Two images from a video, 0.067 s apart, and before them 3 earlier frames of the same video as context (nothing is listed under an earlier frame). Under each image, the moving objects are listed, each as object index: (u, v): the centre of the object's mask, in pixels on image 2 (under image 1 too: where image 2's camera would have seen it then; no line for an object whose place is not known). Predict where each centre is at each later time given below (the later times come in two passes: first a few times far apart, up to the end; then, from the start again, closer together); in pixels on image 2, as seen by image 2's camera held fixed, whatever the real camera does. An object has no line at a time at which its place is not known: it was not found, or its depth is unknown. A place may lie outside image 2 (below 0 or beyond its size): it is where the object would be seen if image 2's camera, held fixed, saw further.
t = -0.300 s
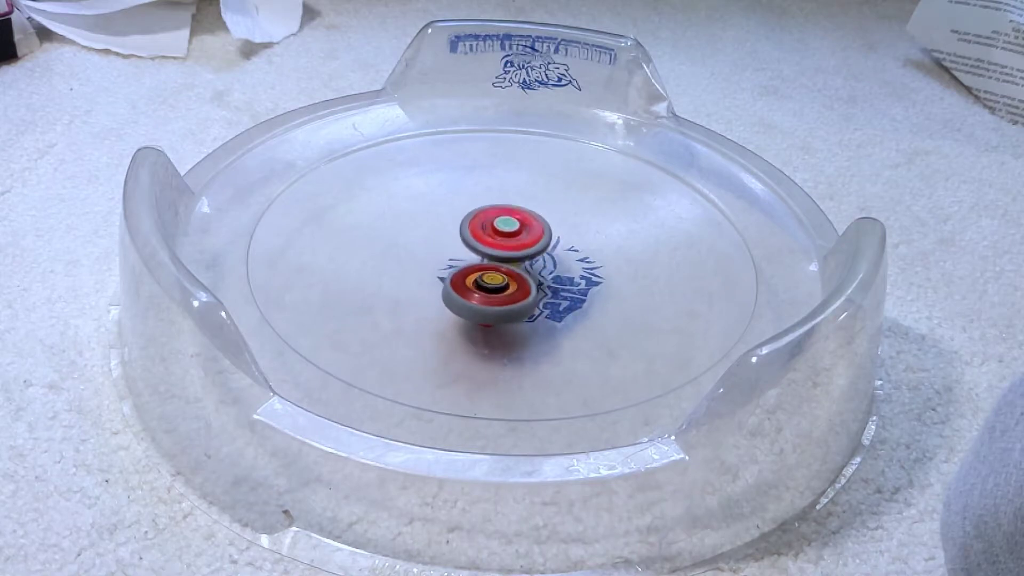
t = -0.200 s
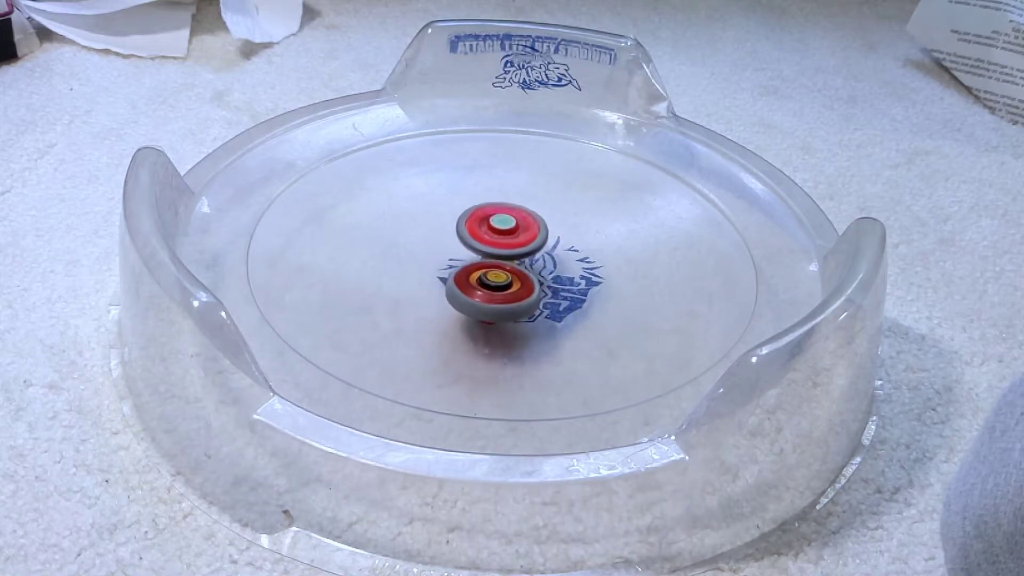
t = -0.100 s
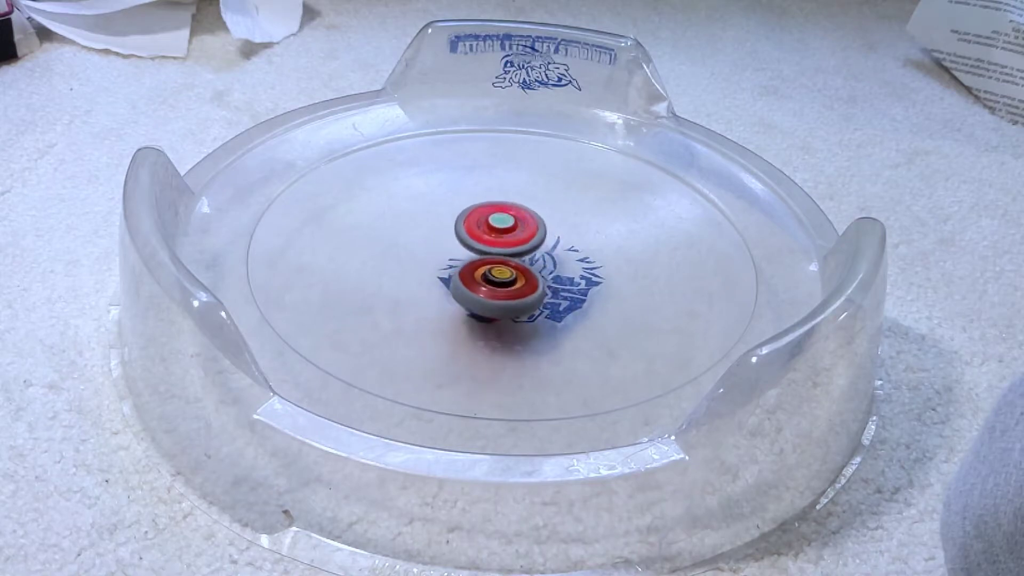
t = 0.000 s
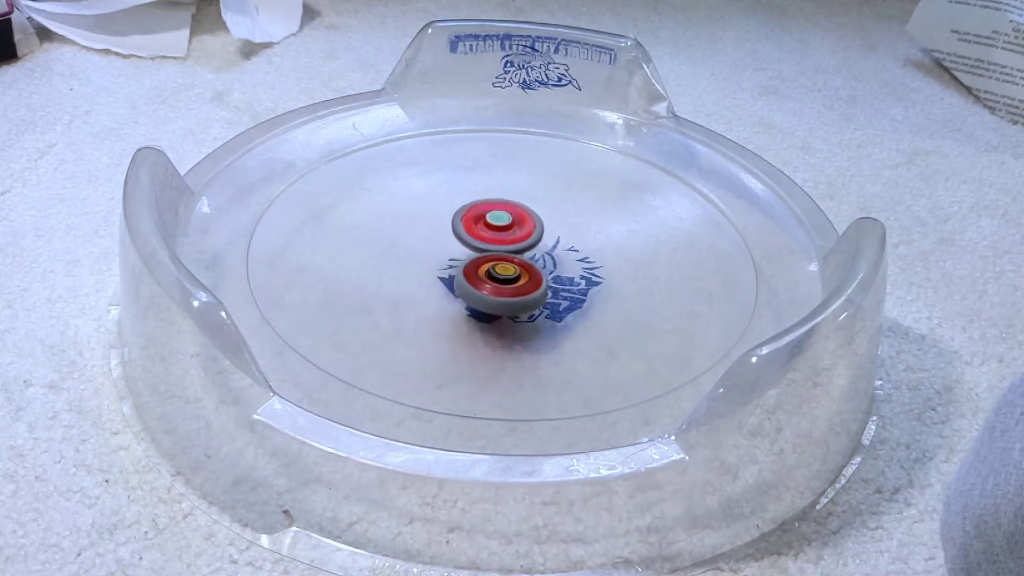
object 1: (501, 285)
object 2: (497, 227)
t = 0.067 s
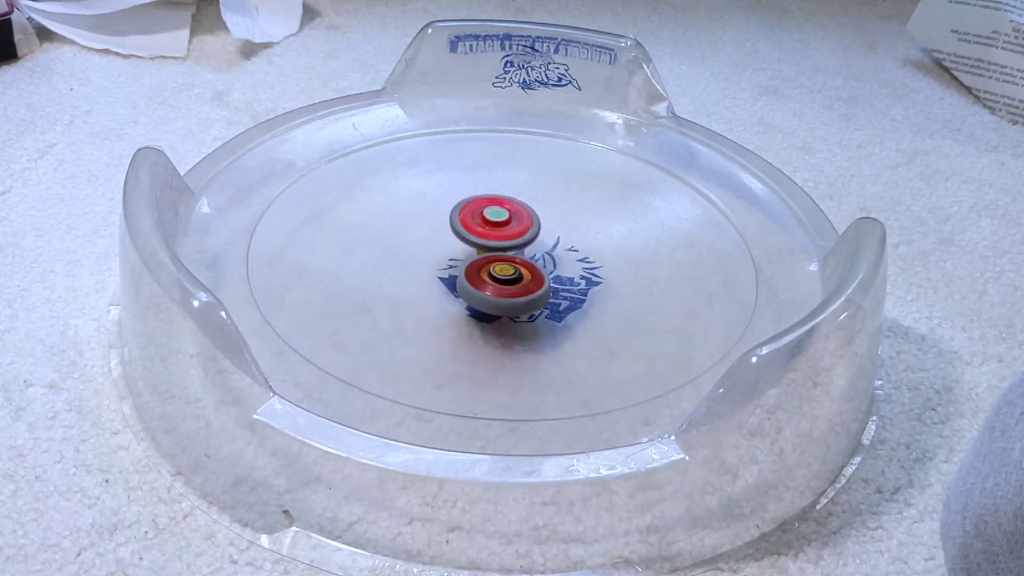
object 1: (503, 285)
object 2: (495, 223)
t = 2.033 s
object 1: (558, 257)
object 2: (448, 265)
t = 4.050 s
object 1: (479, 228)
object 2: (522, 276)
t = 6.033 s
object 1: (490, 288)
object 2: (488, 227)
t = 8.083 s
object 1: (552, 240)
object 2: (451, 248)
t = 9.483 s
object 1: (489, 232)
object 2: (499, 286)
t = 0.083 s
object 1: (504, 285)
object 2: (494, 223)
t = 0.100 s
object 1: (505, 284)
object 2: (493, 223)
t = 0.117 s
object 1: (505, 284)
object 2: (493, 222)
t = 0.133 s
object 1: (506, 283)
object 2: (492, 222)
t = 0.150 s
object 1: (507, 283)
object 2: (492, 222)
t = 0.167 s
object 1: (508, 282)
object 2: (491, 222)
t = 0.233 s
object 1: (512, 279)
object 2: (490, 222)
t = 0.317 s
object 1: (516, 278)
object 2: (487, 220)
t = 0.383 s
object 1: (520, 276)
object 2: (485, 221)
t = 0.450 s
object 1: (524, 278)
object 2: (480, 219)
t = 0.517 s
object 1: (527, 276)
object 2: (477, 218)
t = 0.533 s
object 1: (528, 276)
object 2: (477, 218)
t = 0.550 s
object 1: (529, 275)
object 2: (476, 218)
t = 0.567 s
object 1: (530, 275)
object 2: (475, 218)
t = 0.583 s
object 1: (530, 275)
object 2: (475, 219)
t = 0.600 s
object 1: (531, 274)
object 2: (474, 219)
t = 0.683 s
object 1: (534, 273)
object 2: (472, 222)
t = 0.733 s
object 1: (535, 272)
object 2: (472, 224)
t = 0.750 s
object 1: (536, 272)
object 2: (471, 225)
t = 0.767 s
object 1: (536, 271)
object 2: (471, 226)
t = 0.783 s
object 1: (537, 271)
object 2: (471, 228)
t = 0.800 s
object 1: (543, 273)
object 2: (467, 226)
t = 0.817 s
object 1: (547, 275)
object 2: (463, 225)
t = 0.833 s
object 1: (548, 275)
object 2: (461, 225)
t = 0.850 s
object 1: (549, 276)
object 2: (459, 226)
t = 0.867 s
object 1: (549, 275)
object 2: (458, 227)
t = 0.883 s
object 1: (550, 275)
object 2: (457, 228)
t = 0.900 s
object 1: (551, 275)
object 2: (457, 229)
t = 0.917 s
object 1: (551, 275)
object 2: (457, 230)
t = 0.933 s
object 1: (551, 275)
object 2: (457, 231)
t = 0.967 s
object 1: (553, 274)
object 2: (457, 234)
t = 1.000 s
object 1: (554, 274)
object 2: (458, 235)
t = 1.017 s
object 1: (554, 274)
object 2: (459, 236)
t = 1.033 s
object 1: (554, 273)
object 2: (459, 238)
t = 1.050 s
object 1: (554, 273)
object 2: (460, 239)
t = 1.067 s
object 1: (555, 273)
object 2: (461, 240)
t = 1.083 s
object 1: (555, 273)
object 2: (462, 241)
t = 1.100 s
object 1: (555, 273)
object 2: (463, 242)
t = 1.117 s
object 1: (555, 272)
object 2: (463, 243)
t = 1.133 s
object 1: (555, 272)
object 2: (465, 244)
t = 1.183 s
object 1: (557, 272)
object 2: (468, 247)
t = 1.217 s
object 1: (558, 272)
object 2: (469, 249)
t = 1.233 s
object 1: (560, 272)
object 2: (467, 249)
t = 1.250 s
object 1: (563, 272)
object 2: (465, 249)
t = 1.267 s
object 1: (563, 272)
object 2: (464, 250)
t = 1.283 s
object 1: (563, 272)
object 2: (464, 250)
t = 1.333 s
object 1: (564, 271)
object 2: (465, 252)
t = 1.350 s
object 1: (564, 271)
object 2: (465, 252)
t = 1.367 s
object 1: (564, 271)
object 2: (465, 252)
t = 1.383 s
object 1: (565, 271)
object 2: (465, 253)
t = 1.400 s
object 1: (565, 270)
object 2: (465, 254)
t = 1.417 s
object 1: (565, 270)
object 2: (465, 254)
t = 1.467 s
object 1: (565, 269)
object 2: (466, 256)
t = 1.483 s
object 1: (565, 269)
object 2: (466, 256)
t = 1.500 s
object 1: (564, 269)
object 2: (467, 257)
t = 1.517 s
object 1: (564, 268)
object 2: (467, 257)
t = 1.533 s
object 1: (564, 268)
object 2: (468, 258)
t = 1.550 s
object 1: (564, 268)
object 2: (468, 258)
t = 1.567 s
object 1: (563, 268)
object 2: (469, 258)
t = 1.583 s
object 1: (564, 267)
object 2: (468, 259)
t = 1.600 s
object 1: (564, 267)
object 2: (467, 259)
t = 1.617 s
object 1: (564, 267)
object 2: (467, 259)
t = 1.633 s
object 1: (564, 267)
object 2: (467, 260)
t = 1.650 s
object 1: (563, 267)
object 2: (467, 260)
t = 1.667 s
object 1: (563, 266)
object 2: (468, 260)
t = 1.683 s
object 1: (562, 266)
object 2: (468, 261)
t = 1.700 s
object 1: (562, 266)
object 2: (468, 261)
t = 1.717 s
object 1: (562, 266)
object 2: (468, 261)
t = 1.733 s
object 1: (566, 265)
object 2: (463, 261)
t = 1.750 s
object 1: (569, 265)
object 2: (459, 262)
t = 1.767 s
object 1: (569, 264)
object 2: (457, 262)
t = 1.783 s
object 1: (569, 264)
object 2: (455, 263)
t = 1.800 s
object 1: (569, 264)
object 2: (454, 263)
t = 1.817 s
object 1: (569, 263)
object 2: (453, 263)
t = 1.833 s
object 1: (569, 263)
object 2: (452, 264)
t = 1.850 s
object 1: (568, 262)
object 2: (451, 264)
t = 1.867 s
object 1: (568, 261)
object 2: (451, 264)
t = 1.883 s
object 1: (568, 261)
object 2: (450, 264)
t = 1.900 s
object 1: (567, 261)
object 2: (449, 264)
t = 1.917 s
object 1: (566, 260)
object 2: (449, 265)
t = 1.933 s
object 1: (565, 259)
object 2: (449, 265)
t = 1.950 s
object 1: (564, 259)
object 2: (448, 265)
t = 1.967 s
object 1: (563, 259)
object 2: (448, 265)
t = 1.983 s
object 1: (562, 258)
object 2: (448, 265)
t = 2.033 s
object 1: (558, 257)
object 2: (448, 265)
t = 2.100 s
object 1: (553, 255)
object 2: (449, 265)
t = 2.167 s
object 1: (546, 254)
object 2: (451, 265)
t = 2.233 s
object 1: (541, 252)
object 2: (453, 265)
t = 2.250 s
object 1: (542, 251)
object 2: (450, 265)
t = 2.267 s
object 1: (543, 250)
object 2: (449, 266)
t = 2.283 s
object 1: (542, 250)
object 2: (449, 267)
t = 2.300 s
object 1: (541, 250)
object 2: (449, 267)
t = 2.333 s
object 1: (539, 249)
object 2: (449, 267)
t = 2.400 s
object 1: (533, 247)
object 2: (450, 267)
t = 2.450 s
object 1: (529, 245)
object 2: (451, 267)
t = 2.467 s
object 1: (528, 245)
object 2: (450, 267)
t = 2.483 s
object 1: (527, 244)
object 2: (450, 268)
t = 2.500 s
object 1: (527, 243)
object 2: (449, 268)
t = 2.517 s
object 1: (527, 243)
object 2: (449, 269)
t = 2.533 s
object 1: (526, 242)
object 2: (450, 269)
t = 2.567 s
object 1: (524, 241)
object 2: (451, 270)
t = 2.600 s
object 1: (522, 240)
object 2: (452, 270)
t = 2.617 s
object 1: (521, 239)
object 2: (453, 271)
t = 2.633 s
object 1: (520, 239)
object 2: (454, 271)
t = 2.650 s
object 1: (520, 239)
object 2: (454, 271)
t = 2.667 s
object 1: (521, 237)
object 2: (451, 273)
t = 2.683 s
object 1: (522, 235)
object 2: (449, 275)
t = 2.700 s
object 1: (523, 234)
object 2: (449, 276)
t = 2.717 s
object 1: (523, 234)
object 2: (449, 277)
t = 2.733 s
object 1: (522, 233)
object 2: (450, 277)
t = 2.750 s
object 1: (521, 233)
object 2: (451, 278)
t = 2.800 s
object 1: (519, 231)
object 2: (453, 279)
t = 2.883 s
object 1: (517, 230)
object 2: (459, 280)
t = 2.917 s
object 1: (517, 229)
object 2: (462, 280)
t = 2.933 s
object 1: (516, 229)
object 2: (463, 280)
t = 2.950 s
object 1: (516, 229)
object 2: (464, 280)
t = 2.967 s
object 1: (516, 229)
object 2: (465, 279)
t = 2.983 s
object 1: (515, 229)
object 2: (466, 279)
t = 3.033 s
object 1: (514, 228)
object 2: (470, 277)
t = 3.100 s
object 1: (513, 225)
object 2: (476, 274)
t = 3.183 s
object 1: (512, 223)
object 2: (480, 272)
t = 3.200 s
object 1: (512, 223)
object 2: (481, 271)
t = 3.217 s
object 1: (511, 223)
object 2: (482, 271)
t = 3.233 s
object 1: (511, 222)
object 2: (482, 273)
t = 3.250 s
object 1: (510, 221)
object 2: (482, 275)
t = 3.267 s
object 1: (510, 221)
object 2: (483, 275)
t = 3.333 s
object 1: (507, 220)
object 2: (486, 276)
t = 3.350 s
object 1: (507, 220)
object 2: (487, 276)
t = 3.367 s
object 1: (506, 220)
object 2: (488, 276)
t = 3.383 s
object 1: (506, 219)
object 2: (489, 276)
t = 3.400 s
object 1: (505, 219)
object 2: (490, 276)
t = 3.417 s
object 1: (505, 219)
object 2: (491, 275)
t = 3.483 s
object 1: (503, 219)
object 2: (495, 274)
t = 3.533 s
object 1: (500, 220)
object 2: (497, 273)
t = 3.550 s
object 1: (500, 220)
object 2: (498, 273)
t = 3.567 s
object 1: (499, 220)
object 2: (499, 273)
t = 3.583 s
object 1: (499, 220)
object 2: (499, 273)
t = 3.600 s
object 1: (498, 219)
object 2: (500, 275)
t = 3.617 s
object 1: (498, 219)
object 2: (501, 277)
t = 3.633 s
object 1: (498, 219)
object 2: (503, 277)
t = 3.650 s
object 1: (497, 219)
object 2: (505, 278)
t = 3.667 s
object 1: (497, 219)
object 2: (506, 278)
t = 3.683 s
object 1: (497, 219)
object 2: (507, 278)
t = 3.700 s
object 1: (496, 220)
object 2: (508, 278)
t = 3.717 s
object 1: (496, 220)
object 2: (509, 278)
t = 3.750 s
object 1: (495, 220)
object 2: (510, 277)
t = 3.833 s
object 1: (491, 222)
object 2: (513, 276)
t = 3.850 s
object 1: (490, 223)
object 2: (514, 276)
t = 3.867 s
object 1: (490, 223)
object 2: (514, 276)
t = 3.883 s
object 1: (488, 224)
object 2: (515, 275)
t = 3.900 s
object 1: (488, 224)
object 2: (516, 276)
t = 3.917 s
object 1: (487, 224)
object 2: (518, 276)
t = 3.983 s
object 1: (484, 226)
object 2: (520, 276)
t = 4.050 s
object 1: (479, 228)
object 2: (522, 276)
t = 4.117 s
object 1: (473, 227)
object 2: (530, 281)
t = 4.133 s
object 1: (472, 228)
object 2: (531, 281)
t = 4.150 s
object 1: (470, 228)
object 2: (533, 281)
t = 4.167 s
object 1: (469, 228)
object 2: (533, 281)
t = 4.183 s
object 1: (468, 229)
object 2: (534, 281)
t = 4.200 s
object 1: (467, 230)
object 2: (535, 281)
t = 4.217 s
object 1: (466, 231)
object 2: (535, 281)
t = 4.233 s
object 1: (465, 231)
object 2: (535, 281)
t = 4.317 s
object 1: (461, 236)
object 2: (536, 281)
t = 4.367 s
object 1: (460, 240)
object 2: (535, 280)
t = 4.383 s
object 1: (459, 240)
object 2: (535, 279)
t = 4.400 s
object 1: (459, 241)
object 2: (534, 279)
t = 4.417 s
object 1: (458, 242)
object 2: (533, 279)
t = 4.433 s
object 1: (458, 243)
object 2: (532, 278)
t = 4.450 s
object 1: (457, 244)
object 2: (534, 279)
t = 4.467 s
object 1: (453, 242)
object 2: (538, 280)
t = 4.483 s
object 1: (451, 241)
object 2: (541, 282)
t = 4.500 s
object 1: (450, 241)
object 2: (544, 282)
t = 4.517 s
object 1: (449, 242)
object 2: (545, 282)
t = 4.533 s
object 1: (448, 242)
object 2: (546, 282)
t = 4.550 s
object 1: (448, 243)
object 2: (547, 281)
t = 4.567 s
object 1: (447, 243)
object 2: (547, 281)
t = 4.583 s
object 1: (446, 244)
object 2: (547, 281)
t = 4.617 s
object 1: (445, 245)
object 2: (547, 281)
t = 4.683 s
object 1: (444, 247)
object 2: (546, 280)
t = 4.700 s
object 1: (443, 247)
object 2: (546, 280)
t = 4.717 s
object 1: (443, 248)
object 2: (545, 280)
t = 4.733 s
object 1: (443, 248)
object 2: (545, 279)
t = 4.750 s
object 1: (443, 249)
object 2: (545, 279)
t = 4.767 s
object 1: (442, 249)
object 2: (544, 279)
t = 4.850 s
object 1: (442, 252)
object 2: (539, 276)
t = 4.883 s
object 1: (442, 252)
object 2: (536, 274)
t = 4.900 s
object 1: (442, 253)
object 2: (535, 274)
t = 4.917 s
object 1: (442, 254)
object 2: (534, 273)
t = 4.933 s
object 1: (442, 254)
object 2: (533, 272)
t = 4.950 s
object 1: (435, 252)
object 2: (539, 273)
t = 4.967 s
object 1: (424, 250)
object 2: (550, 274)
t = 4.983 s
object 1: (417, 247)
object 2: (559, 274)
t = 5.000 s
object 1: (412, 245)
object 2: (565, 274)
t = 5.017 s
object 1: (408, 244)
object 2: (569, 273)
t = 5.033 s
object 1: (407, 243)
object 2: (572, 272)
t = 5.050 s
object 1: (406, 243)
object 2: (574, 271)
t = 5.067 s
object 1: (406, 244)
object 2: (575, 269)
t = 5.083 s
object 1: (405, 244)
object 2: (577, 268)
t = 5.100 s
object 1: (405, 245)
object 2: (578, 267)
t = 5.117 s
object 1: (405, 246)
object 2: (578, 266)
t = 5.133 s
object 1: (404, 247)
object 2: (579, 265)
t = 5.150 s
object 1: (404, 248)
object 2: (579, 264)
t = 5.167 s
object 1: (404, 249)
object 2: (580, 263)
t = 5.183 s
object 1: (404, 250)
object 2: (580, 262)
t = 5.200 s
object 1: (404, 251)
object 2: (580, 262)
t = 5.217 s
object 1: (404, 252)
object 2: (580, 261)
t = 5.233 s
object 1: (404, 252)
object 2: (580, 260)
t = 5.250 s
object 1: (405, 253)
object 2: (579, 259)
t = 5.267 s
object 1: (405, 254)
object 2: (579, 258)
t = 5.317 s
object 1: (408, 257)
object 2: (576, 256)
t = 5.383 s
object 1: (412, 260)
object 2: (571, 252)
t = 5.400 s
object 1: (414, 261)
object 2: (569, 252)
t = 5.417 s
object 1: (415, 262)
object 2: (567, 251)
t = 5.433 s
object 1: (417, 263)
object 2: (566, 250)
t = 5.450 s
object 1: (418, 264)
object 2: (564, 250)
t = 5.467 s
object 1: (420, 264)
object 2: (562, 249)
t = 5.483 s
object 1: (422, 265)
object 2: (559, 249)
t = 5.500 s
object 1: (424, 266)
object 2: (557, 248)
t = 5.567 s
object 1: (432, 270)
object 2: (547, 246)
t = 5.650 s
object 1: (444, 273)
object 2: (532, 244)
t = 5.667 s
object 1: (446, 274)
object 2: (528, 244)
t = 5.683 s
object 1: (449, 275)
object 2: (525, 244)
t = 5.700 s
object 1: (450, 276)
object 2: (523, 244)
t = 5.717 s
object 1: (451, 276)
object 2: (522, 243)
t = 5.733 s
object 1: (453, 277)
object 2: (520, 242)
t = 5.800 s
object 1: (459, 280)
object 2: (514, 237)
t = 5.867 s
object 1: (468, 283)
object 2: (505, 232)
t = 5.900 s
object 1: (472, 284)
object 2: (501, 229)
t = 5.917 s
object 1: (474, 284)
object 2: (499, 229)
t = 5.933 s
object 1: (476, 285)
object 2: (498, 228)
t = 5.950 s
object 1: (479, 286)
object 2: (496, 228)
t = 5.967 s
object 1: (481, 286)
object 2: (494, 228)
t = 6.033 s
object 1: (490, 288)
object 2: (488, 227)
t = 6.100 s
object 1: (497, 290)
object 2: (483, 227)
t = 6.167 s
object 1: (505, 292)
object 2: (478, 228)
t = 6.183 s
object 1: (507, 292)
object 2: (477, 229)
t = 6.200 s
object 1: (508, 293)
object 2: (475, 229)
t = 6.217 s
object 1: (510, 293)
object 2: (474, 230)
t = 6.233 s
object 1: (512, 293)
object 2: (473, 230)
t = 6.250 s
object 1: (514, 293)
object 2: (472, 231)
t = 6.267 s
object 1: (516, 293)
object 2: (471, 231)
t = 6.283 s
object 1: (518, 293)
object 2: (471, 233)
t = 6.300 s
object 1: (520, 294)
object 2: (470, 233)
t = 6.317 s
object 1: (521, 294)
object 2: (470, 235)
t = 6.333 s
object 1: (523, 294)
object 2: (470, 236)
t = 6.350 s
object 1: (525, 294)
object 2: (470, 236)
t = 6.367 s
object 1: (526, 294)
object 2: (469, 237)
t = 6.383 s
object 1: (528, 294)
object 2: (470, 238)
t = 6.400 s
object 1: (529, 294)
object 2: (470, 239)
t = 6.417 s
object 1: (531, 294)
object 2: (470, 240)
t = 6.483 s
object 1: (536, 293)
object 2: (471, 243)
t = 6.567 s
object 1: (543, 291)
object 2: (475, 248)
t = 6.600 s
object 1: (547, 291)
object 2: (476, 249)
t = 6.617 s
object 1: (549, 292)
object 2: (475, 249)
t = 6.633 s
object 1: (550, 292)
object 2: (474, 250)
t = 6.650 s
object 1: (551, 291)
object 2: (474, 250)
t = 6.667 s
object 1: (552, 291)
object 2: (474, 251)
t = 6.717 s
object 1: (555, 290)
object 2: (475, 252)
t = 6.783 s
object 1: (558, 288)
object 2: (477, 254)
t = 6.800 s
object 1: (559, 288)
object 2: (477, 255)
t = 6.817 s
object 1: (559, 288)
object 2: (478, 255)
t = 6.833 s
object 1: (562, 288)
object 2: (477, 255)
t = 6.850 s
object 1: (563, 288)
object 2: (475, 255)
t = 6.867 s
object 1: (564, 287)
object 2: (474, 255)
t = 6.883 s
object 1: (565, 287)
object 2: (474, 255)
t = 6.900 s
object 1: (565, 286)
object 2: (474, 255)
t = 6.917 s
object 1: (566, 286)
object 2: (474, 255)
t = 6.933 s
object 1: (566, 286)
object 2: (473, 255)
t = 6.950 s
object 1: (566, 285)
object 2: (473, 255)
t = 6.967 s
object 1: (567, 285)
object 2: (473, 255)
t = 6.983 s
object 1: (567, 284)
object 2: (474, 255)
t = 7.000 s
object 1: (567, 283)
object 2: (474, 255)
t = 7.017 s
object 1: (567, 283)
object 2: (475, 255)
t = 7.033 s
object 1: (567, 282)
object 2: (475, 256)
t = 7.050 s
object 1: (566, 282)
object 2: (476, 256)
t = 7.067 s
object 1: (566, 281)
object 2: (477, 256)
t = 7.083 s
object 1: (566, 281)
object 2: (477, 256)
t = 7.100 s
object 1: (568, 280)
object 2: (476, 255)
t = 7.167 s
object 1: (567, 279)
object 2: (473, 254)
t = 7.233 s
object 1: (566, 277)
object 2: (474, 254)
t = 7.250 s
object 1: (566, 274)
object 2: (474, 254)
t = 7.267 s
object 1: (565, 273)
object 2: (474, 254)
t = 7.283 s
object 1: (565, 272)
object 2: (473, 253)
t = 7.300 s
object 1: (564, 272)
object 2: (473, 253)
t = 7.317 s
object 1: (566, 272)
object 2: (471, 253)
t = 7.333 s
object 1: (569, 271)
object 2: (467, 251)
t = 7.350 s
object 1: (571, 271)
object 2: (464, 251)
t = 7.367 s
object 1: (571, 270)
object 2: (462, 251)
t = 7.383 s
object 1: (571, 270)
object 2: (460, 250)
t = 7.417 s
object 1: (570, 268)
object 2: (457, 249)
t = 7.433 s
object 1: (570, 267)
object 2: (457, 249)
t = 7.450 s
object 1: (570, 267)
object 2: (456, 249)
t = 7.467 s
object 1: (569, 266)
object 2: (455, 249)
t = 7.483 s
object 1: (569, 265)
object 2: (455, 249)
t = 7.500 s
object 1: (568, 264)
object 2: (454, 248)
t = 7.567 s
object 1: (566, 261)
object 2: (454, 248)
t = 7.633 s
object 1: (562, 259)
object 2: (454, 248)
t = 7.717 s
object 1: (557, 255)
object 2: (459, 247)
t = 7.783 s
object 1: (558, 252)
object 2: (456, 245)
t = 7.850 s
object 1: (556, 249)
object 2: (454, 246)
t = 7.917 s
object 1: (553, 246)
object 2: (456, 246)
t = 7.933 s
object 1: (552, 246)
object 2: (456, 246)
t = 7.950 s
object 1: (550, 245)
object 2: (457, 246)
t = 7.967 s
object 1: (550, 245)
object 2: (458, 247)
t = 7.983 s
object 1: (549, 244)
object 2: (458, 247)
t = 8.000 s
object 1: (549, 243)
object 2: (458, 247)
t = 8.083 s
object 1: (552, 240)
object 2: (451, 248)
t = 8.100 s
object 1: (551, 240)
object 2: (451, 249)
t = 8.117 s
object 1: (551, 239)
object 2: (450, 249)
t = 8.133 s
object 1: (550, 239)
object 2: (450, 249)
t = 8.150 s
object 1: (550, 238)
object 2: (450, 249)
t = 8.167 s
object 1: (549, 238)
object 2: (451, 250)
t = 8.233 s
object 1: (547, 237)
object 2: (451, 250)
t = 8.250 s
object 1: (547, 237)
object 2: (451, 250)
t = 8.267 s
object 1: (546, 236)
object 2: (451, 250)
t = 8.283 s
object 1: (546, 236)
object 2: (452, 251)
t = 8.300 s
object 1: (545, 236)
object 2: (453, 251)
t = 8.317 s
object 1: (545, 236)
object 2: (454, 252)
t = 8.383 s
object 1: (542, 235)
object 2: (457, 253)
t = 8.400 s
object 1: (542, 235)
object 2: (459, 253)
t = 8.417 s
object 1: (542, 234)
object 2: (460, 254)
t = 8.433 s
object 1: (541, 234)
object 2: (461, 254)
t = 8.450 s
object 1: (542, 233)
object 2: (460, 255)
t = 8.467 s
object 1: (543, 233)
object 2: (459, 256)
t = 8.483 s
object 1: (543, 233)
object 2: (460, 257)
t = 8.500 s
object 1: (542, 233)
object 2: (460, 257)
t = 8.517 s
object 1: (542, 233)
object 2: (461, 258)
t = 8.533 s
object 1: (541, 233)
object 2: (461, 258)
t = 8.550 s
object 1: (541, 232)
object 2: (462, 259)
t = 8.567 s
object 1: (540, 232)
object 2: (462, 259)
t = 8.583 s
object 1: (540, 232)
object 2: (463, 260)
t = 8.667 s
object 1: (537, 231)
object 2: (468, 262)
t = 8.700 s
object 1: (536, 231)
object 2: (469, 263)
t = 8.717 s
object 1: (536, 230)
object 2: (467, 265)
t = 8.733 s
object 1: (536, 229)
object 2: (467, 267)
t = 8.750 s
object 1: (536, 229)
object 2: (468, 268)
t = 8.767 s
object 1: (535, 229)
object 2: (469, 269)
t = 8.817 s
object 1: (533, 229)
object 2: (470, 271)
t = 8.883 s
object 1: (530, 229)
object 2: (473, 273)
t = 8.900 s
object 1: (529, 229)
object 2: (473, 274)
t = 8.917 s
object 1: (528, 229)
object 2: (474, 274)
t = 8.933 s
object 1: (527, 229)
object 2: (474, 275)
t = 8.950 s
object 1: (526, 229)
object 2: (475, 275)
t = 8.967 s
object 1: (525, 229)
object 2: (476, 276)
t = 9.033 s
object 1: (522, 229)
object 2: (479, 277)
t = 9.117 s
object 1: (517, 230)
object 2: (484, 278)
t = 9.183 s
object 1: (511, 230)
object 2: (488, 279)
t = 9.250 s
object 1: (506, 230)
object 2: (491, 280)
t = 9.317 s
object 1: (502, 230)
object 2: (494, 284)
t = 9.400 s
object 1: (496, 231)
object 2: (496, 285)
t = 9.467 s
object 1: (490, 232)
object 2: (499, 286)
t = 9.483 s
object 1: (489, 232)
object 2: (499, 286)
